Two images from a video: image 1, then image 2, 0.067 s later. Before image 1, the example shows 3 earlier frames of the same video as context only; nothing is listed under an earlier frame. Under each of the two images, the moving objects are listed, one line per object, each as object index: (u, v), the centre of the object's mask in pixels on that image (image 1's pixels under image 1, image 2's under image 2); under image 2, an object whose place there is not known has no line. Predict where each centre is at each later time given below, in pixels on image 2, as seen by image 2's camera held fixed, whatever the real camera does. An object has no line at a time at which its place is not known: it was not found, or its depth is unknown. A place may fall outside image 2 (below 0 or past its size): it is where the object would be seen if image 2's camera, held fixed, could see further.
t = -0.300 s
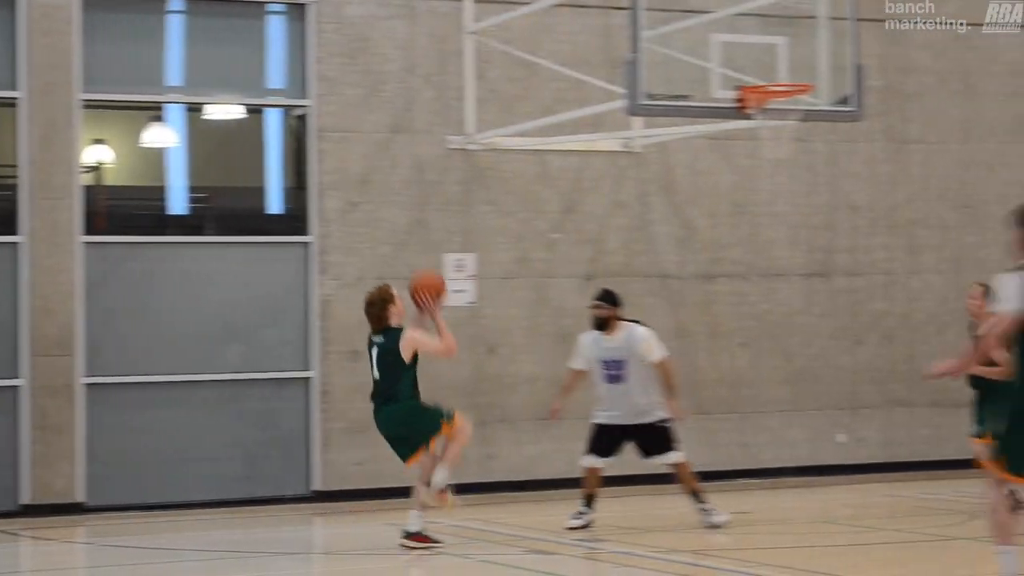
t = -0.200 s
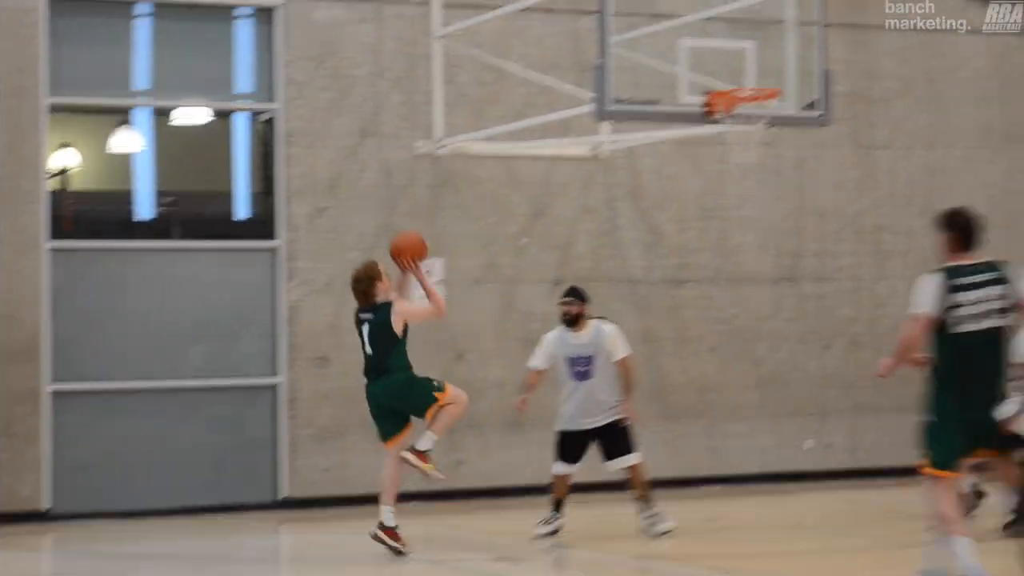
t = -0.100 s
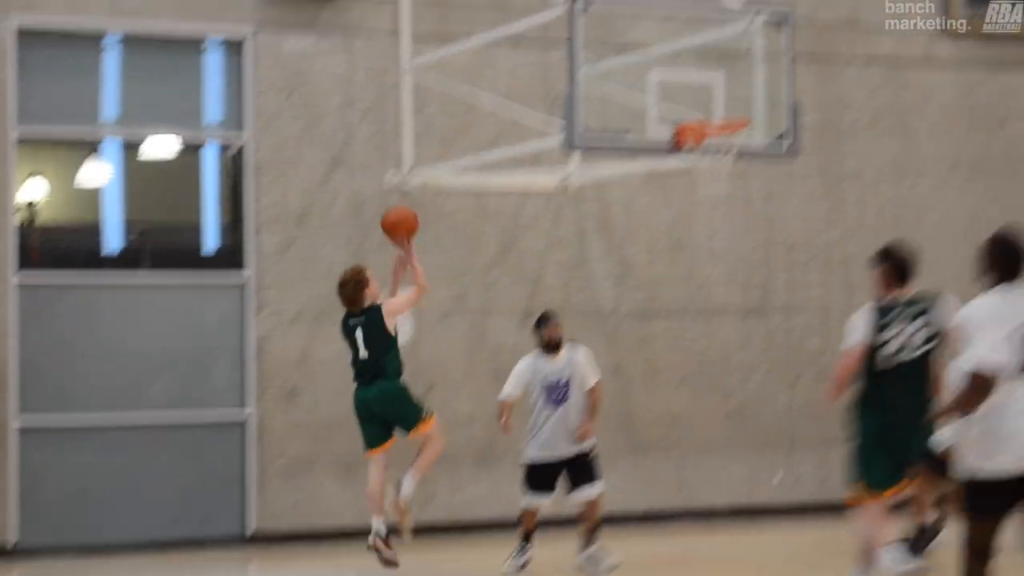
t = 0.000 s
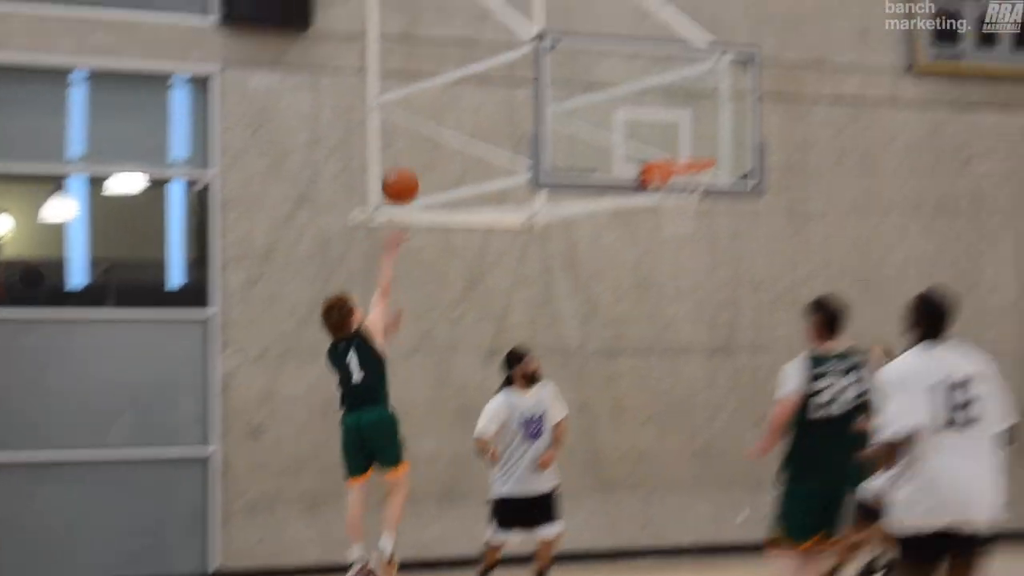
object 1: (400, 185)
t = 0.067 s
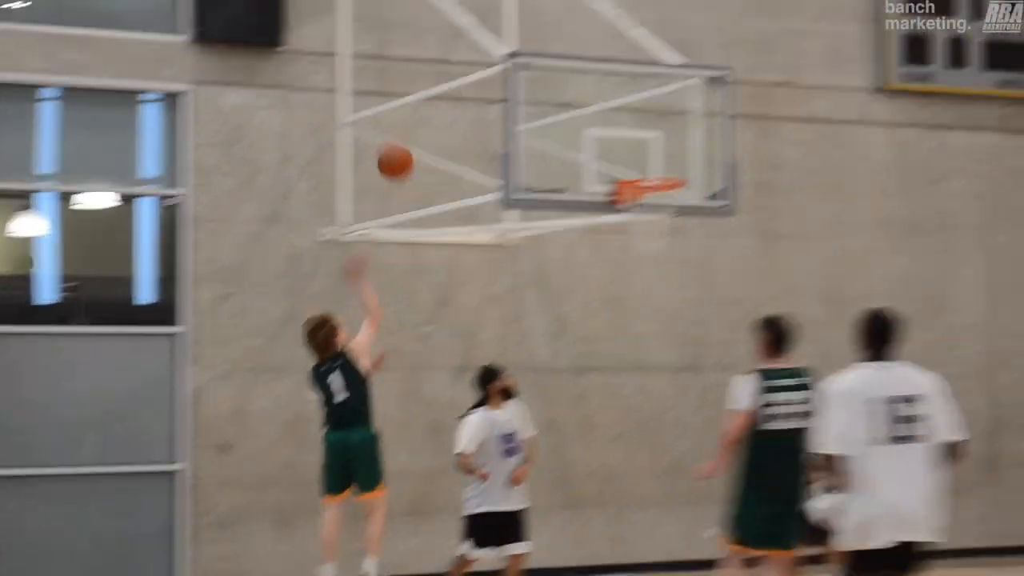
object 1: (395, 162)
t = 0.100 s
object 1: (407, 143)
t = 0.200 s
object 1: (448, 100)
